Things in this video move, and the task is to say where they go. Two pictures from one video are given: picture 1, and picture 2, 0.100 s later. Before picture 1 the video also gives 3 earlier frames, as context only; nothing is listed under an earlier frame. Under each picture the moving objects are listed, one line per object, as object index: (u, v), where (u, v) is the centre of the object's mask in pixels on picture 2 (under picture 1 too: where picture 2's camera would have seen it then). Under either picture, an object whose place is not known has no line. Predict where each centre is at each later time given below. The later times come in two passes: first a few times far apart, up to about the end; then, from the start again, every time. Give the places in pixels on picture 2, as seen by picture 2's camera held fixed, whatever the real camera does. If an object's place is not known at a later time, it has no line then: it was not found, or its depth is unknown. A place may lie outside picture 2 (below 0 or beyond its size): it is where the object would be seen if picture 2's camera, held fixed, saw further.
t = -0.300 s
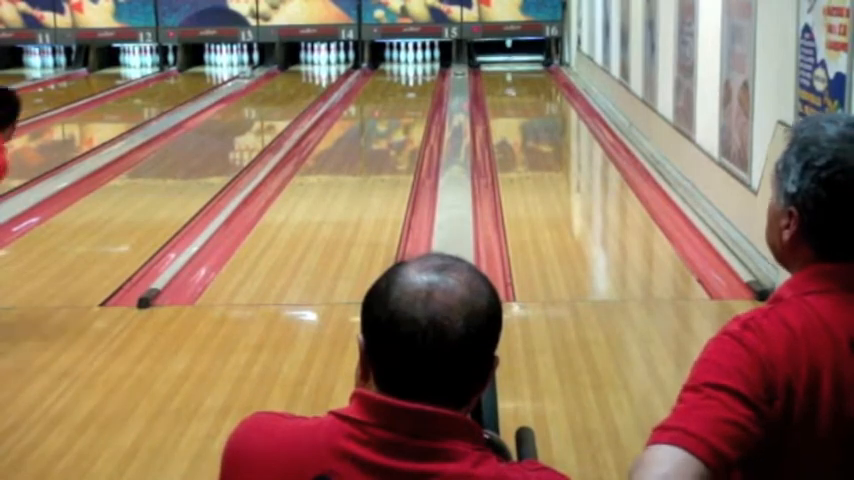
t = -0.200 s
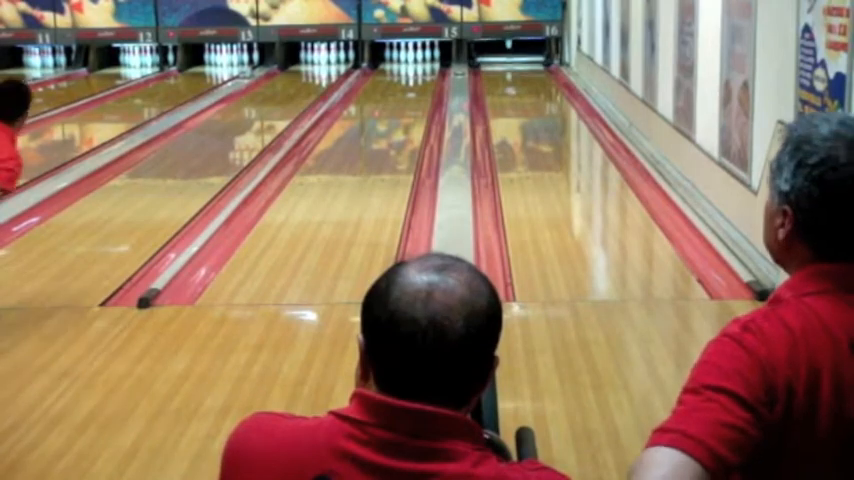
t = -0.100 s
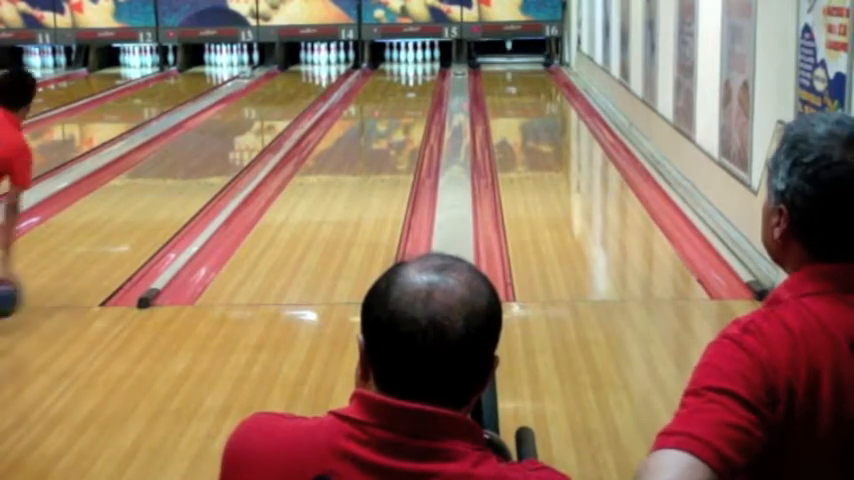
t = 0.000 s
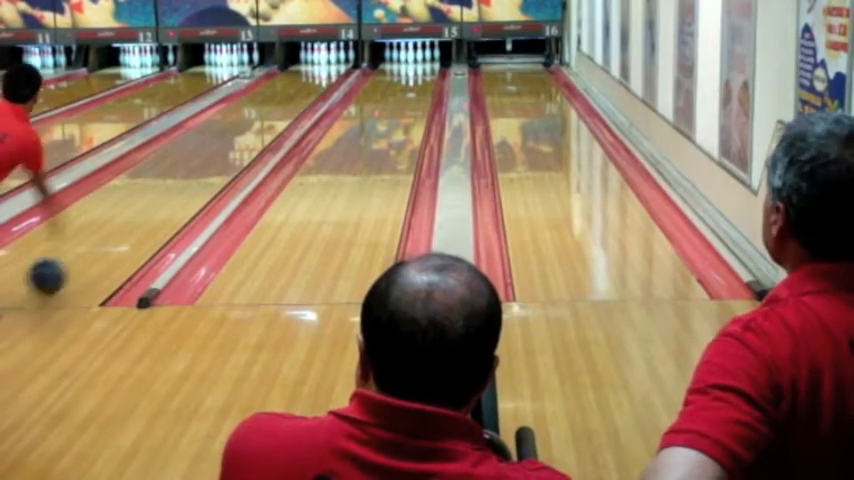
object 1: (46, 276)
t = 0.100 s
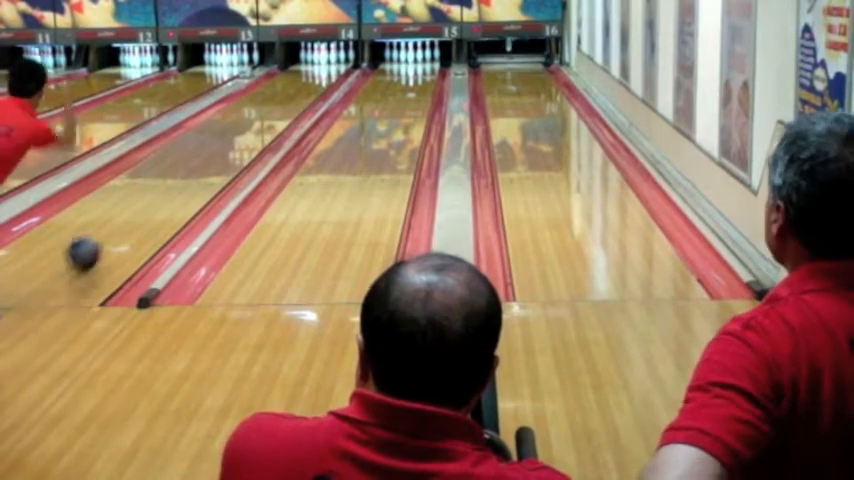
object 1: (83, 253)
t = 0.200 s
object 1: (114, 230)
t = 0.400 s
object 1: (162, 193)
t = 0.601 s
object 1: (198, 166)
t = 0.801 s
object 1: (226, 145)
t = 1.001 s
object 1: (249, 127)
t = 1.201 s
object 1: (266, 113)
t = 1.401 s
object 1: (281, 101)
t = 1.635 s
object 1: (296, 91)
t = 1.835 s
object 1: (306, 81)
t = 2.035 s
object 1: (315, 73)
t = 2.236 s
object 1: (322, 67)
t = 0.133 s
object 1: (94, 245)
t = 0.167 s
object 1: (104, 238)
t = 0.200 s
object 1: (114, 230)
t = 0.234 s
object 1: (123, 224)
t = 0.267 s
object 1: (131, 217)
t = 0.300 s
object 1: (140, 210)
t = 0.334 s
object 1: (147, 204)
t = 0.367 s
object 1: (155, 199)
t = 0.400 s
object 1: (162, 193)
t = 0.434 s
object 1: (169, 189)
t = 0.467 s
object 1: (176, 184)
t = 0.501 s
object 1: (182, 179)
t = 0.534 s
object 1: (187, 175)
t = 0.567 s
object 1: (193, 171)
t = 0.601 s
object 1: (198, 166)
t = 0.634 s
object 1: (203, 163)
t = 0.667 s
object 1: (209, 159)
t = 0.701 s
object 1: (213, 155)
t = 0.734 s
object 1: (218, 152)
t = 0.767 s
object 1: (222, 148)
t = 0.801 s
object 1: (226, 145)
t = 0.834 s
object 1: (229, 142)
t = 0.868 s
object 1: (234, 139)
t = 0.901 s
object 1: (238, 136)
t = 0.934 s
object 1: (242, 133)
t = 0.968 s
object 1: (245, 130)
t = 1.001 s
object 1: (249, 127)
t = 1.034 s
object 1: (252, 125)
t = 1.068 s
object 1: (256, 123)
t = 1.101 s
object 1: (258, 120)
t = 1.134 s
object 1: (261, 117)
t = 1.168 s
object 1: (264, 115)
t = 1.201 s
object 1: (266, 113)
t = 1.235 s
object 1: (269, 111)
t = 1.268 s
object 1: (272, 109)
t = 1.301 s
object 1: (275, 107)
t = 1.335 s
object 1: (277, 105)
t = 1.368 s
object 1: (279, 103)
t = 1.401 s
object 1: (281, 101)
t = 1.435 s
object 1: (284, 100)
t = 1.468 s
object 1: (287, 97)
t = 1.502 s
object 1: (289, 96)
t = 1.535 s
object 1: (291, 94)
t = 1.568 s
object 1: (293, 93)
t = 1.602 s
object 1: (295, 92)
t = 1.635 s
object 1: (296, 91)
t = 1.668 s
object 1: (299, 88)
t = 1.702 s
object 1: (300, 87)
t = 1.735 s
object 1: (301, 86)
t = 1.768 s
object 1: (303, 85)
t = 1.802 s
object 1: (305, 83)
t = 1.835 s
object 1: (306, 81)
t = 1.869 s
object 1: (307, 81)
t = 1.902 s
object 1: (309, 78)
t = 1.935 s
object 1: (310, 77)
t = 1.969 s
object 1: (312, 76)
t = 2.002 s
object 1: (313, 75)
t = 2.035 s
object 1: (315, 73)
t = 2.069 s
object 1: (317, 71)
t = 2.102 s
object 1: (317, 71)
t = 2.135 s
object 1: (319, 70)
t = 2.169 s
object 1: (320, 69)
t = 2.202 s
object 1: (321, 68)
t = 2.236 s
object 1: (322, 67)
